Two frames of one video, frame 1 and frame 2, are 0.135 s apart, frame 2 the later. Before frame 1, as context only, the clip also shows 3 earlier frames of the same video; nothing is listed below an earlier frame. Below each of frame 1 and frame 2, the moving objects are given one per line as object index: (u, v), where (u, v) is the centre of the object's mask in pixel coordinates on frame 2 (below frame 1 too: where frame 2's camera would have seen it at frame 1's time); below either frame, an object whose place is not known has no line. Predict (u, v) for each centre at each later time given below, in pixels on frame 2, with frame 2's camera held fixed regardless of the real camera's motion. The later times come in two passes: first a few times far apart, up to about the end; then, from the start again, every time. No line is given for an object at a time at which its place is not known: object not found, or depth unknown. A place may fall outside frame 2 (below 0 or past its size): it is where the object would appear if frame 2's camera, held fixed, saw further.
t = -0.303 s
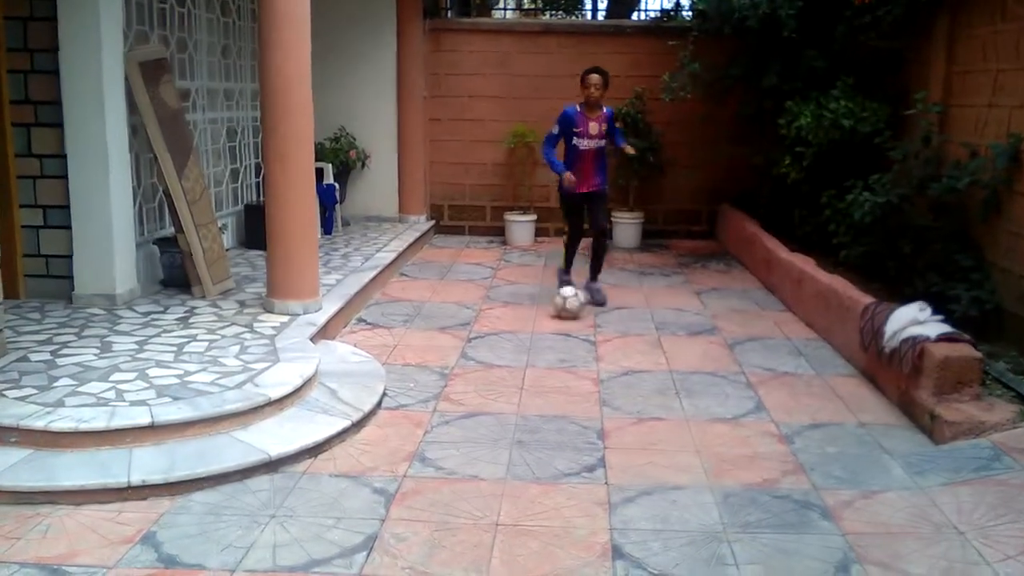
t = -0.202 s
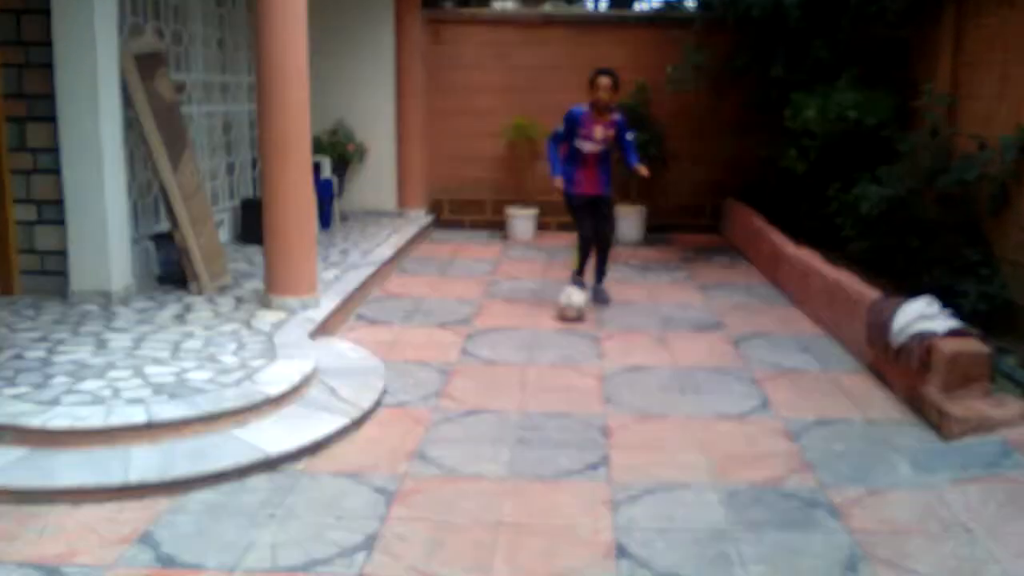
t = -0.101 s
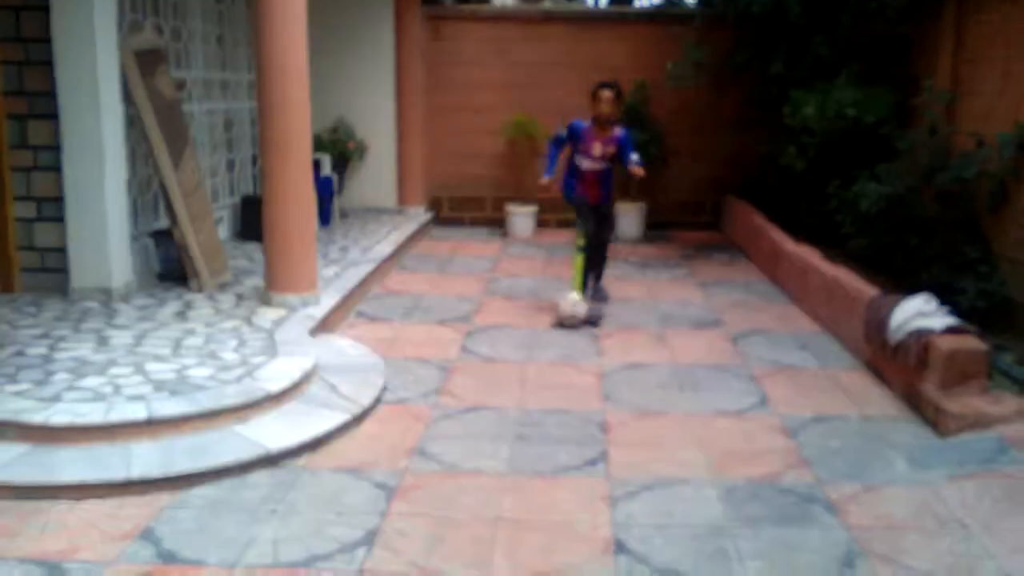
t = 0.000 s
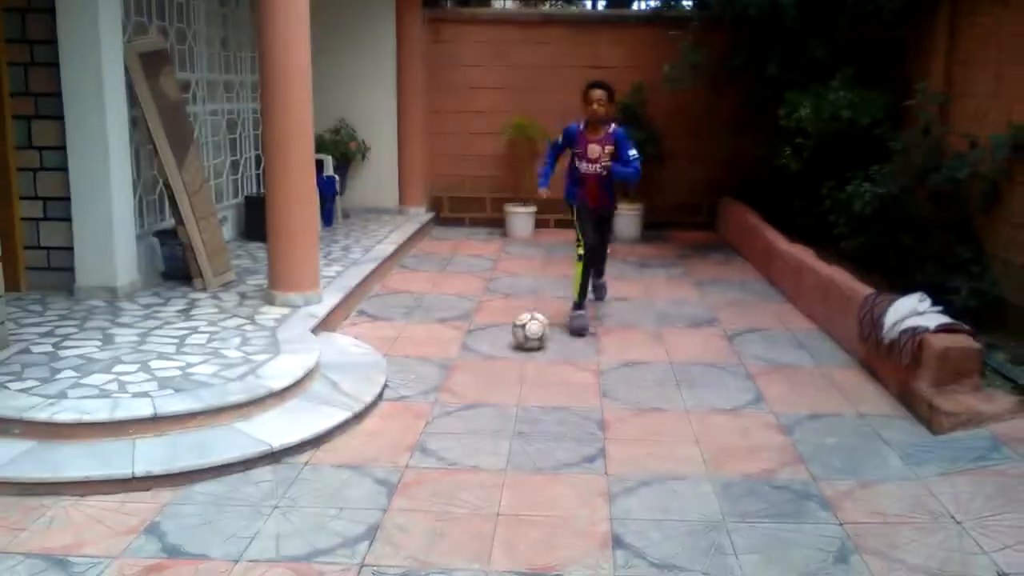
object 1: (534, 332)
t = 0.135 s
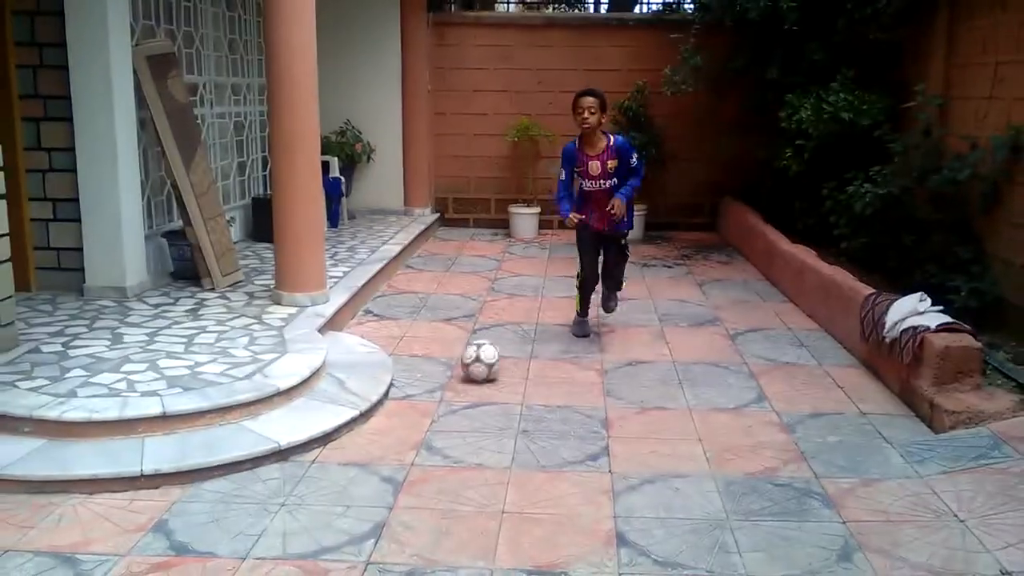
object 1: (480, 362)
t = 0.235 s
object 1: (439, 384)
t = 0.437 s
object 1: (353, 434)
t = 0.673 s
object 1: (214, 517)
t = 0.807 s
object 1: (108, 564)
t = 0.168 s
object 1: (467, 368)
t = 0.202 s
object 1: (455, 375)
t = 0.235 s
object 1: (439, 384)
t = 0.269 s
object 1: (427, 392)
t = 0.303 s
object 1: (414, 400)
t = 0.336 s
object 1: (400, 408)
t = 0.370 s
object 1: (385, 417)
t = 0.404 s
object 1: (369, 426)
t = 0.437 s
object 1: (353, 434)
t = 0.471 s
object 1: (336, 445)
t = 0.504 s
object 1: (320, 454)
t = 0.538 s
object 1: (301, 466)
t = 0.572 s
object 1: (281, 477)
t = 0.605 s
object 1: (259, 490)
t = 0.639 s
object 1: (238, 503)
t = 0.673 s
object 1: (214, 517)
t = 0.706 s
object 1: (190, 534)
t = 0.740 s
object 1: (163, 547)
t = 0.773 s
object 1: (137, 555)
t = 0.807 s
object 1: (108, 564)
